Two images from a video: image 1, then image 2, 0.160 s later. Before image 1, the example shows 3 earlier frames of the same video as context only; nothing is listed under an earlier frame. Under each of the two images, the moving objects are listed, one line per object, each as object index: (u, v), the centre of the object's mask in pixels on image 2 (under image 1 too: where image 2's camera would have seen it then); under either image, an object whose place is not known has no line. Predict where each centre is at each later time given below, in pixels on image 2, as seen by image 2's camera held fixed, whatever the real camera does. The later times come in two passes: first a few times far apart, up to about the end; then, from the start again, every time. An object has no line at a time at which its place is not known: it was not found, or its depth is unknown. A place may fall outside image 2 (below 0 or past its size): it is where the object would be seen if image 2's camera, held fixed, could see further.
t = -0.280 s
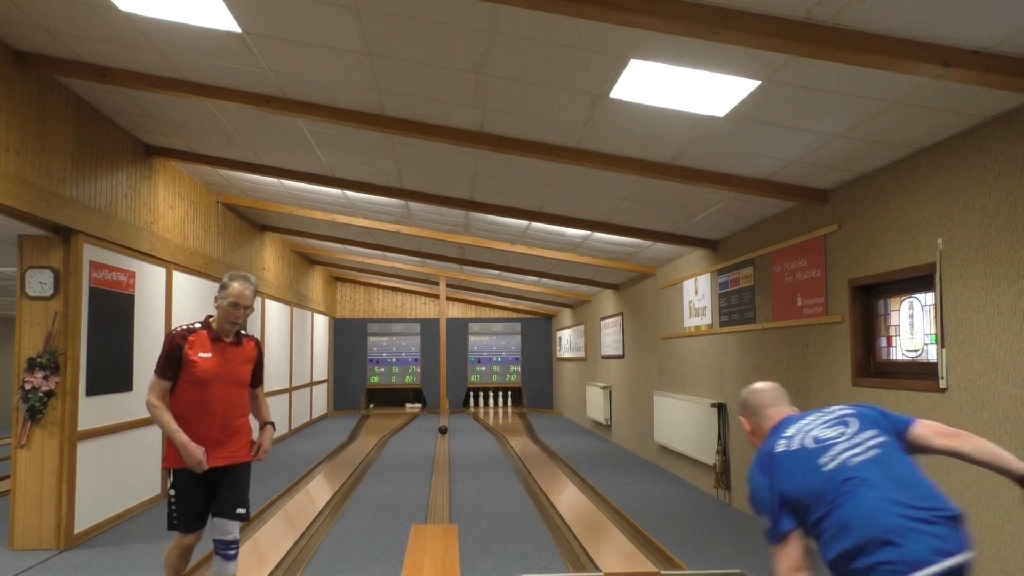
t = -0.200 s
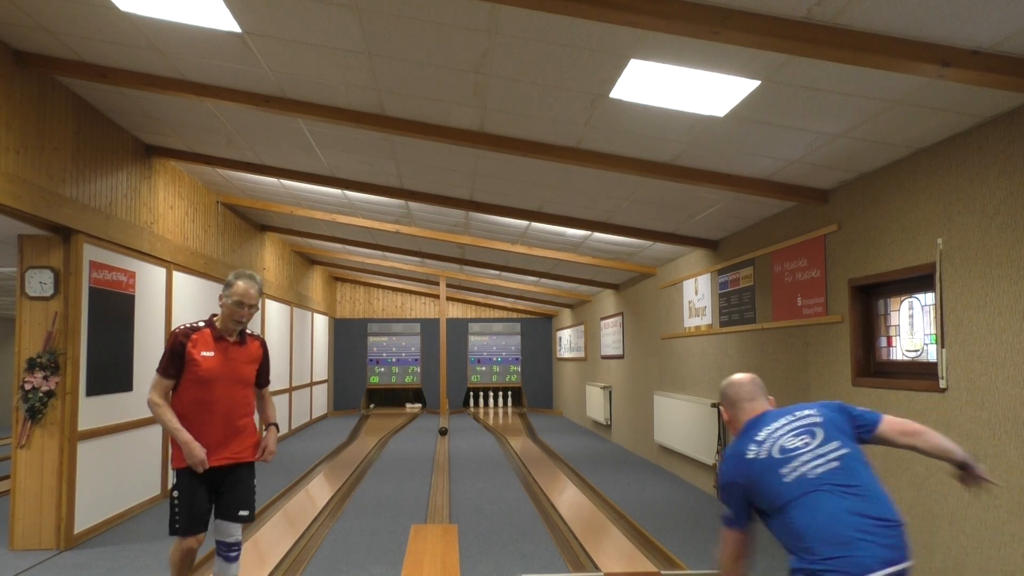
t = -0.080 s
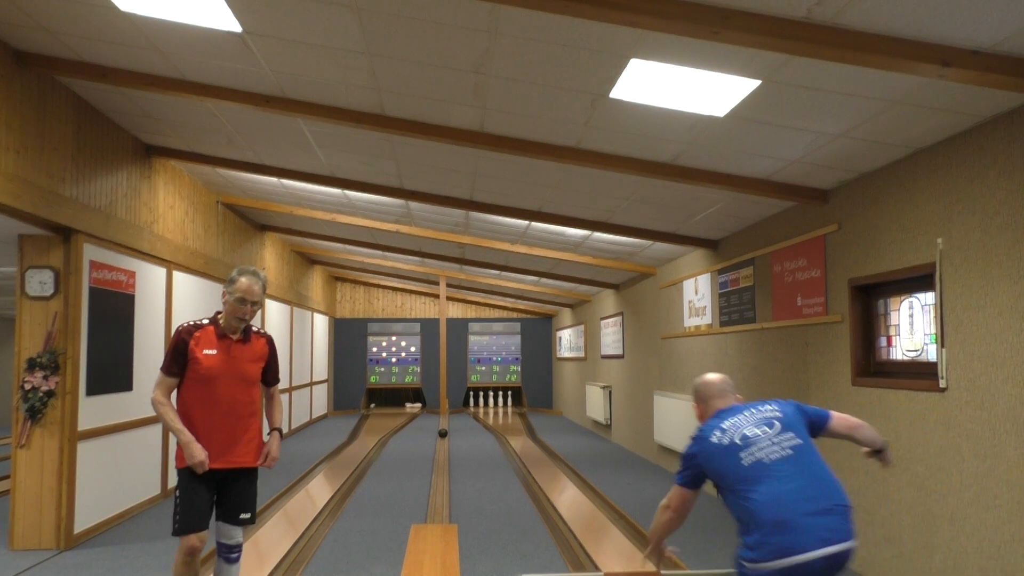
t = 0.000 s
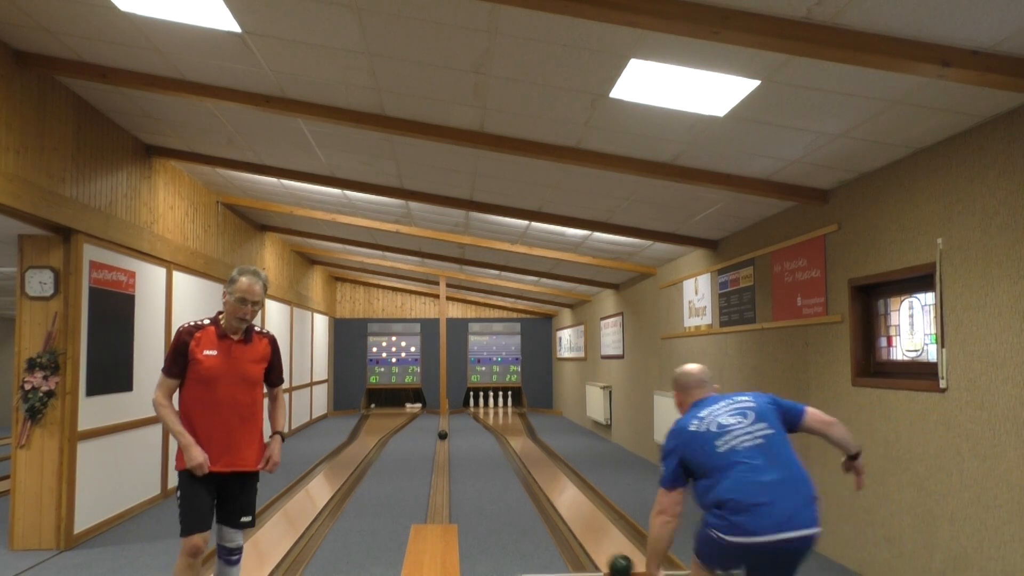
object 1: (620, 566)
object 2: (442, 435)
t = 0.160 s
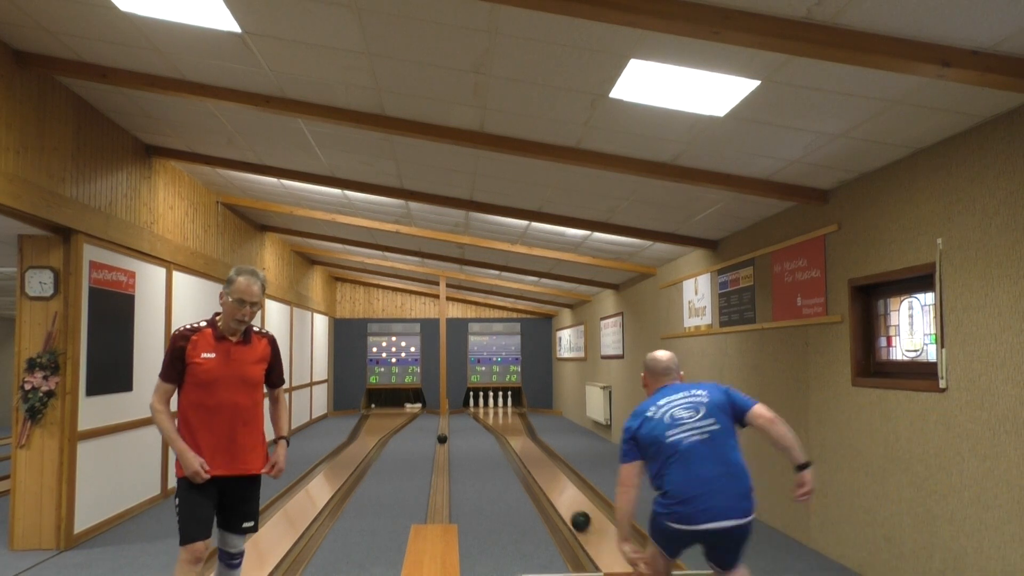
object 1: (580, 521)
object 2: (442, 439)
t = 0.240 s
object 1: (567, 504)
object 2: (442, 440)
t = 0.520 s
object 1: (537, 467)
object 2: (441, 447)
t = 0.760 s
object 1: (522, 447)
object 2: (441, 454)
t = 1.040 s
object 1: (512, 432)
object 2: (441, 464)
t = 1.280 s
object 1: (506, 423)
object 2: (440, 474)
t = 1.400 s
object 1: (504, 419)
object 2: (440, 480)
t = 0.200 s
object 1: (573, 513)
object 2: (442, 439)
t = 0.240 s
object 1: (567, 504)
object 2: (442, 440)
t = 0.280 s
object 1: (561, 497)
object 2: (442, 441)
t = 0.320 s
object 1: (556, 491)
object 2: (442, 442)
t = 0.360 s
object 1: (552, 485)
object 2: (442, 443)
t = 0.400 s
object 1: (547, 480)
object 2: (442, 444)
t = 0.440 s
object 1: (543, 475)
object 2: (442, 445)
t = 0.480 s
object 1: (540, 471)
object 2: (442, 446)
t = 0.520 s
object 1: (537, 467)
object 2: (441, 447)
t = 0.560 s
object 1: (534, 463)
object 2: (441, 449)
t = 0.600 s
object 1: (531, 459)
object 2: (441, 450)
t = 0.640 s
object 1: (529, 456)
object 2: (441, 451)
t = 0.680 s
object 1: (526, 453)
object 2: (441, 452)
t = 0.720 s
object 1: (524, 450)
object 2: (441, 453)
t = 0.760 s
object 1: (522, 447)
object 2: (441, 454)
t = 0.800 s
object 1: (520, 445)
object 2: (441, 456)
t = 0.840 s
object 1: (519, 442)
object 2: (441, 457)
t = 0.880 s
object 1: (517, 440)
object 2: (441, 458)
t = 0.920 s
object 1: (516, 438)
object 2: (441, 460)
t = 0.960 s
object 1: (514, 436)
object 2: (441, 461)
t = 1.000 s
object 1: (513, 434)
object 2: (441, 463)
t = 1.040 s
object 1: (512, 432)
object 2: (441, 464)
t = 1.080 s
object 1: (511, 430)
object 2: (440, 466)
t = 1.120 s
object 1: (510, 429)
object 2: (440, 468)
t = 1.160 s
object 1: (509, 427)
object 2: (440, 469)
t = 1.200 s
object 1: (508, 426)
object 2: (440, 471)
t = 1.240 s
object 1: (507, 425)
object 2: (440, 473)
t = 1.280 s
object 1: (506, 423)
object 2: (440, 474)
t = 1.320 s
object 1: (505, 422)
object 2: (440, 477)
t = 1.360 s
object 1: (505, 420)
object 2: (440, 478)
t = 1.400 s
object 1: (504, 419)
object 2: (440, 480)
